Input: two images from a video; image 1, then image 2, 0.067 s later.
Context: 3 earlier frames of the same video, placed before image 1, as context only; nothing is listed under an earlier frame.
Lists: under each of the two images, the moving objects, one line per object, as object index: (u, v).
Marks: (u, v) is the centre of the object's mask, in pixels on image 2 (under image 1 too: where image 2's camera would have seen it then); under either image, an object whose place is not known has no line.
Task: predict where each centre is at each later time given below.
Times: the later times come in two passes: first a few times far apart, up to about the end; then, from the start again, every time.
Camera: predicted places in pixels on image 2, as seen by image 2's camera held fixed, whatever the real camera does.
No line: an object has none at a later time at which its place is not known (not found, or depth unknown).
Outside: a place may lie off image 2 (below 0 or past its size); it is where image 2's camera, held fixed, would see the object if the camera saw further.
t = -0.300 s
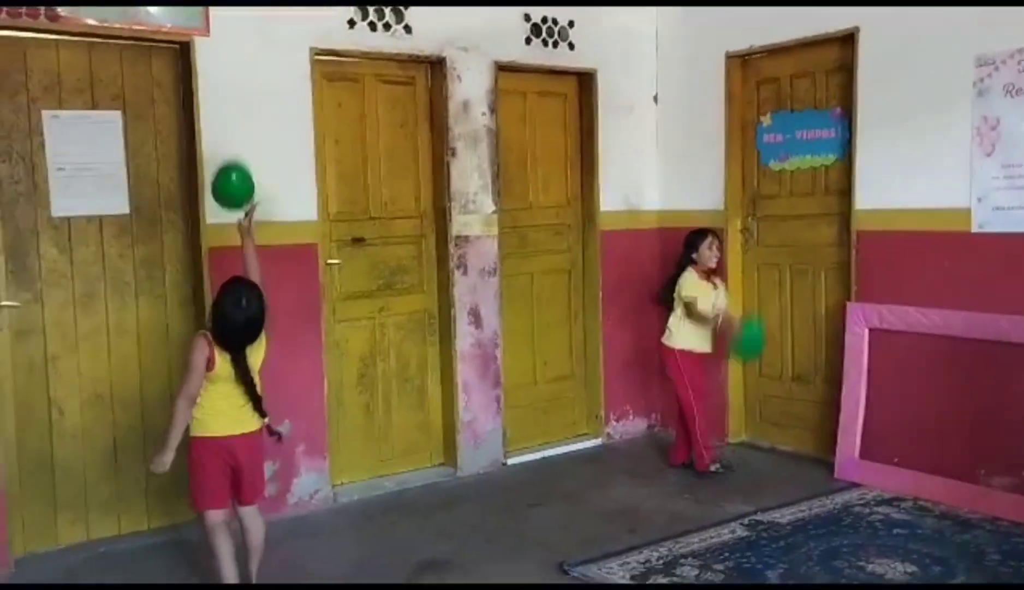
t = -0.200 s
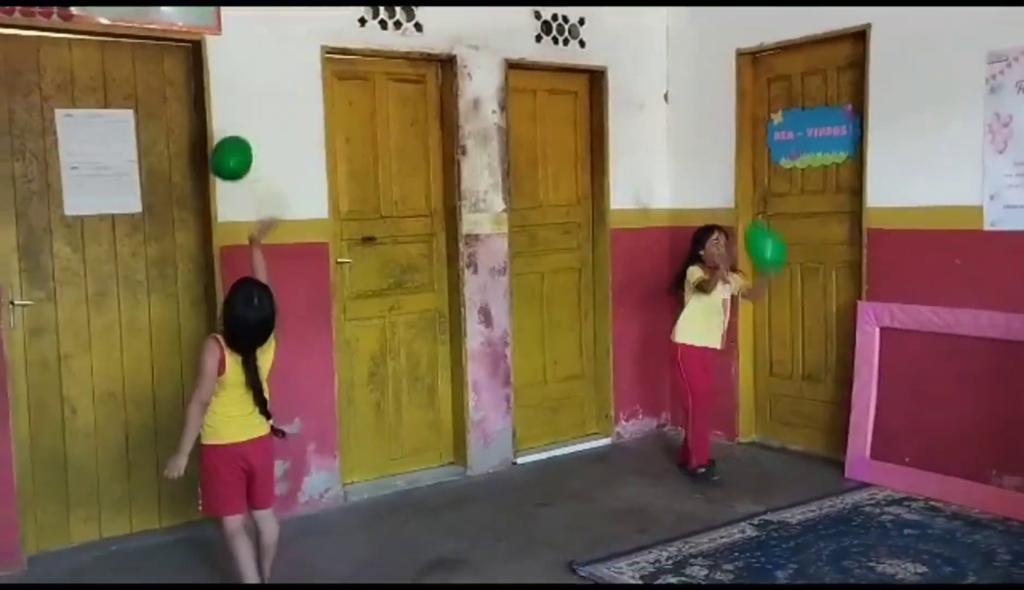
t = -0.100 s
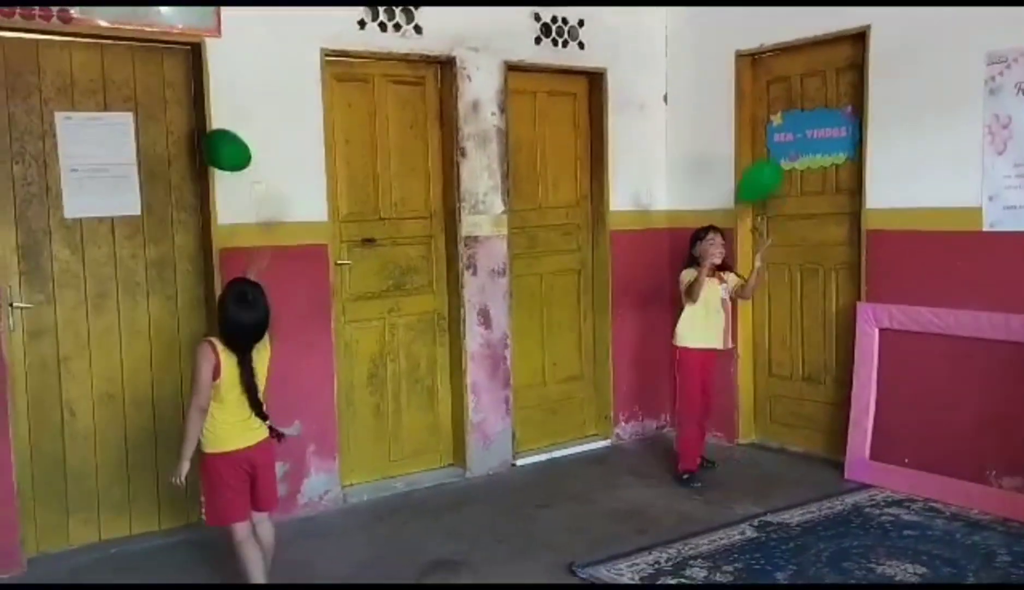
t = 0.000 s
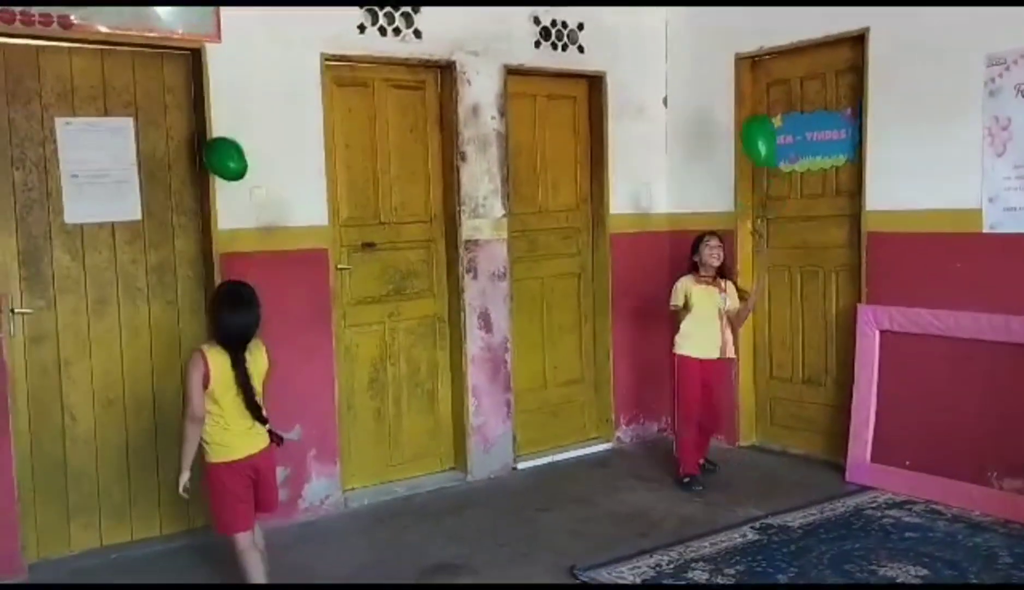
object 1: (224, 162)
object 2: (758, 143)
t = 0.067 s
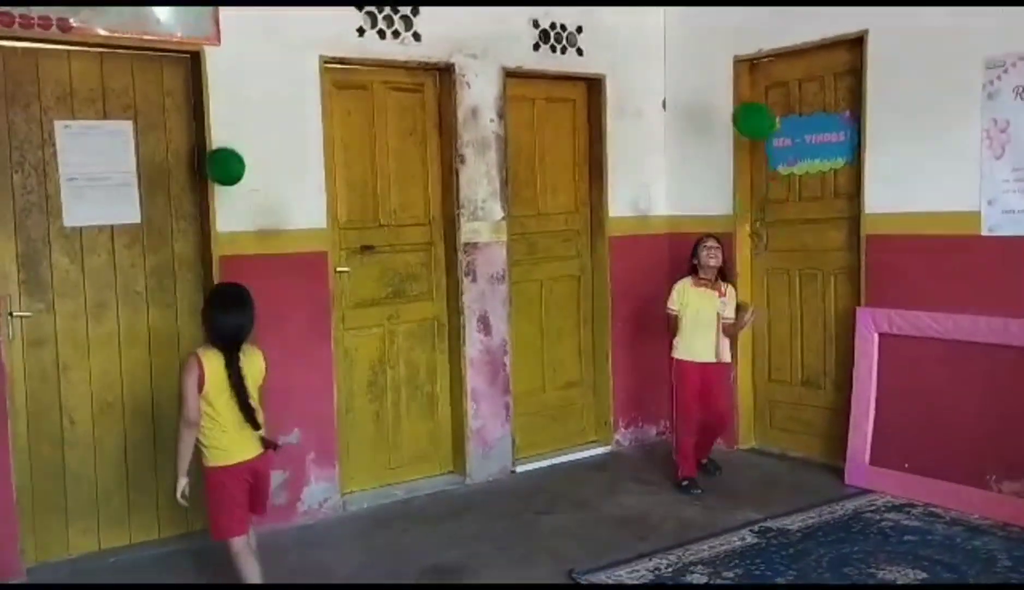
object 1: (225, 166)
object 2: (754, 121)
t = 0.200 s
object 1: (232, 188)
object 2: (751, 103)
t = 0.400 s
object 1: (250, 242)
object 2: (752, 94)
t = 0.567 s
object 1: (266, 290)
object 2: (760, 99)
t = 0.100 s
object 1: (227, 171)
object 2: (752, 116)
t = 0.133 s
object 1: (229, 176)
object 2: (752, 110)
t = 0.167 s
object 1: (230, 182)
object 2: (751, 106)
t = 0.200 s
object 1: (232, 188)
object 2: (751, 103)
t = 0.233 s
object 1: (235, 194)
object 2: (750, 100)
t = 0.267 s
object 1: (238, 202)
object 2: (749, 97)
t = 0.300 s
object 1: (241, 211)
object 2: (750, 95)
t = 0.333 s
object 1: (244, 220)
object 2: (750, 94)
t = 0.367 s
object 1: (247, 230)
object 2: (751, 94)
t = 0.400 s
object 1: (250, 242)
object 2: (752, 94)
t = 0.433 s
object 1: (253, 251)
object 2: (753, 95)
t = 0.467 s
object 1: (256, 261)
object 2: (754, 95)
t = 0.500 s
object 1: (259, 271)
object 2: (756, 96)
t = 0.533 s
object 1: (263, 280)
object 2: (758, 98)
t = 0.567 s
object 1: (266, 290)
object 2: (760, 99)
